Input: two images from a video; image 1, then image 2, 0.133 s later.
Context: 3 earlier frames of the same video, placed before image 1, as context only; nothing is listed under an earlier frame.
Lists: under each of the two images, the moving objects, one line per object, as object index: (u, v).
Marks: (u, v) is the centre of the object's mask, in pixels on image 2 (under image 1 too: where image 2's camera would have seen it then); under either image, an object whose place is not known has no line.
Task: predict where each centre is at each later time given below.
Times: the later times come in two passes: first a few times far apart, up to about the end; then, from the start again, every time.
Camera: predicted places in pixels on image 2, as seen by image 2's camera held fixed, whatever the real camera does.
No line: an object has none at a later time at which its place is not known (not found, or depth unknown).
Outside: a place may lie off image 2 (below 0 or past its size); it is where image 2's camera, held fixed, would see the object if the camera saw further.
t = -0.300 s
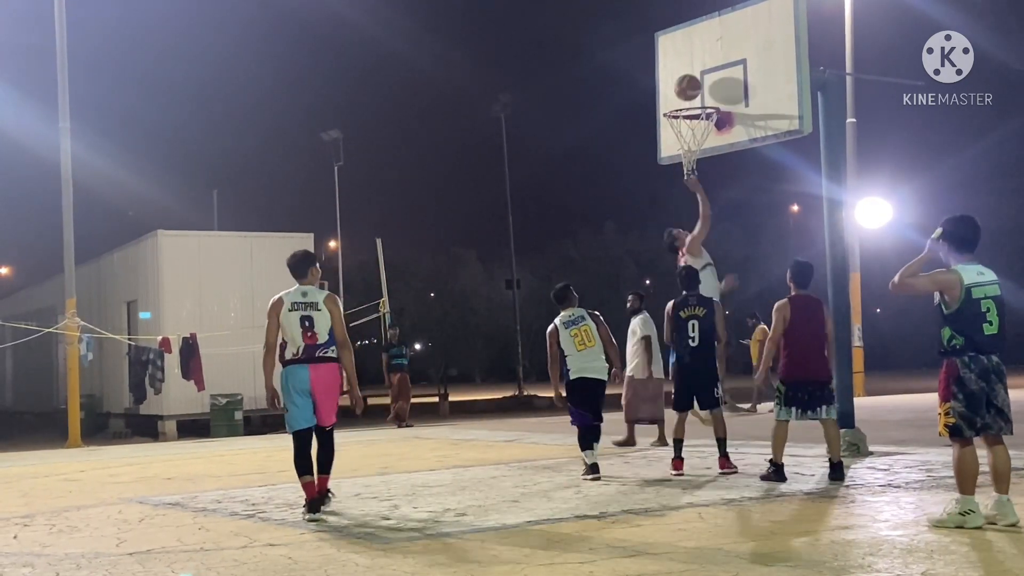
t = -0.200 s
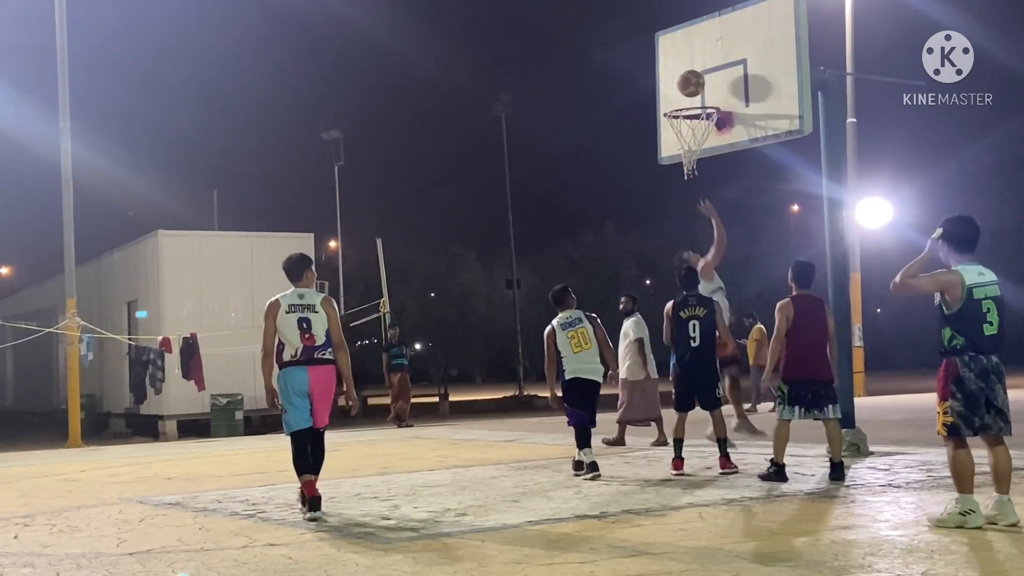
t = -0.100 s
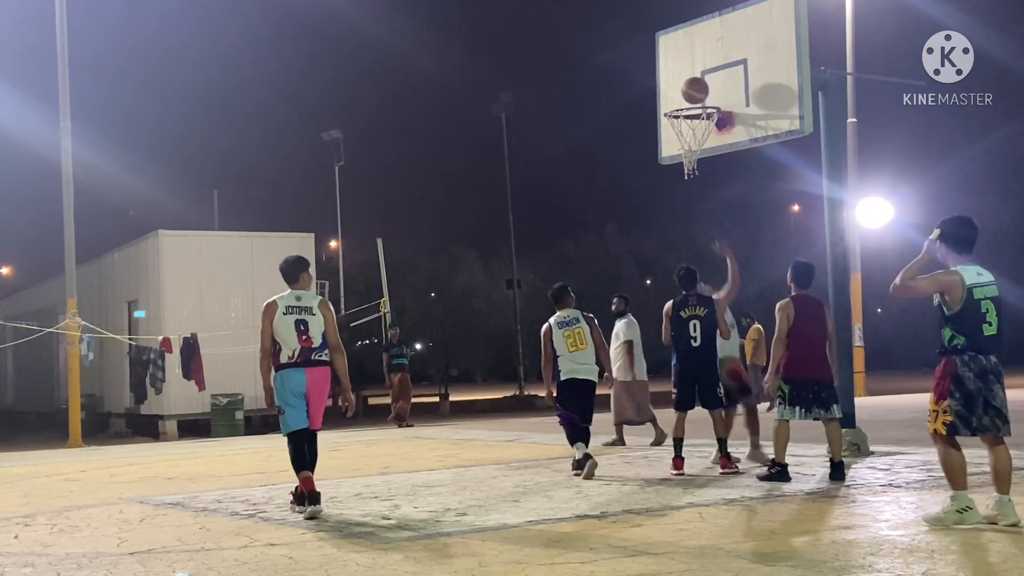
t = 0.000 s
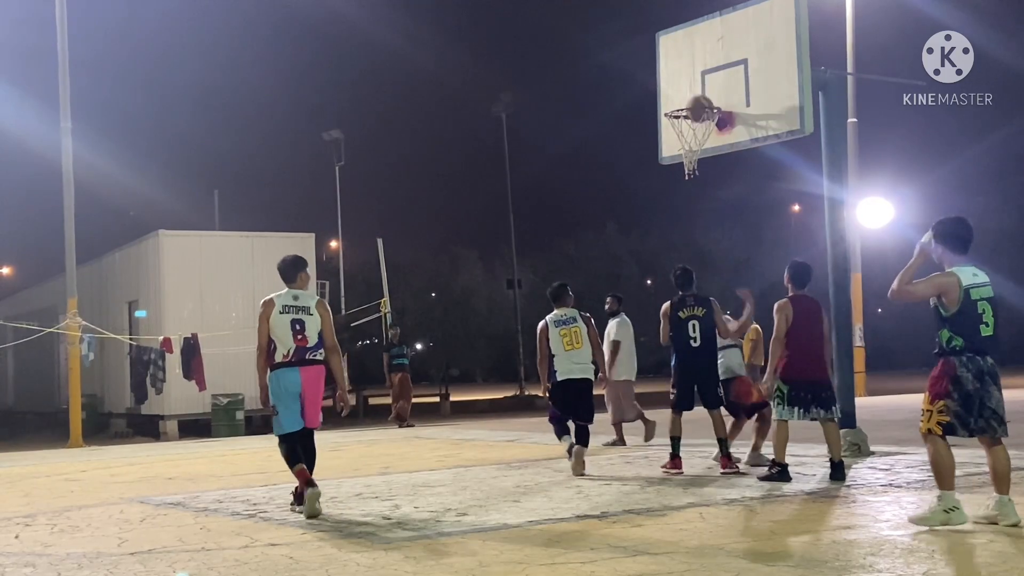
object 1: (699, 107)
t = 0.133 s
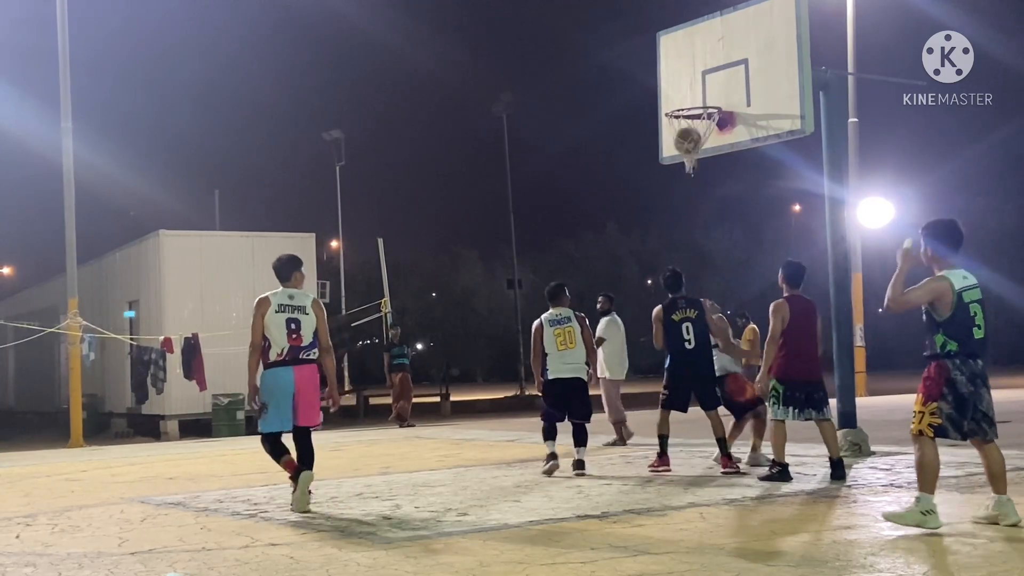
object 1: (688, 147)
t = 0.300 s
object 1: (683, 152)
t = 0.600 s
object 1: (695, 155)
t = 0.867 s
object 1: (702, 193)
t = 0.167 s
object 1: (686, 149)
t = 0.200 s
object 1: (684, 150)
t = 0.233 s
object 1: (683, 152)
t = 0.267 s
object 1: (683, 152)
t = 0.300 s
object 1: (683, 152)
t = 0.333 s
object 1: (684, 151)
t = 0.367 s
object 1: (684, 153)
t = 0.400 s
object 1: (686, 153)
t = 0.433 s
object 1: (688, 153)
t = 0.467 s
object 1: (689, 154)
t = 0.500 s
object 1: (691, 154)
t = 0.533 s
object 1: (693, 154)
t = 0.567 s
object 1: (694, 155)
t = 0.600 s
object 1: (695, 155)
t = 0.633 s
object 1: (696, 156)
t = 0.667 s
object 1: (696, 158)
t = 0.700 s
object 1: (697, 161)
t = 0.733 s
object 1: (698, 165)
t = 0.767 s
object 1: (699, 170)
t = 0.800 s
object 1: (700, 176)
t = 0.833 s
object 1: (701, 184)
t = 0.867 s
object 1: (702, 193)
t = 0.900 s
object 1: (703, 203)
